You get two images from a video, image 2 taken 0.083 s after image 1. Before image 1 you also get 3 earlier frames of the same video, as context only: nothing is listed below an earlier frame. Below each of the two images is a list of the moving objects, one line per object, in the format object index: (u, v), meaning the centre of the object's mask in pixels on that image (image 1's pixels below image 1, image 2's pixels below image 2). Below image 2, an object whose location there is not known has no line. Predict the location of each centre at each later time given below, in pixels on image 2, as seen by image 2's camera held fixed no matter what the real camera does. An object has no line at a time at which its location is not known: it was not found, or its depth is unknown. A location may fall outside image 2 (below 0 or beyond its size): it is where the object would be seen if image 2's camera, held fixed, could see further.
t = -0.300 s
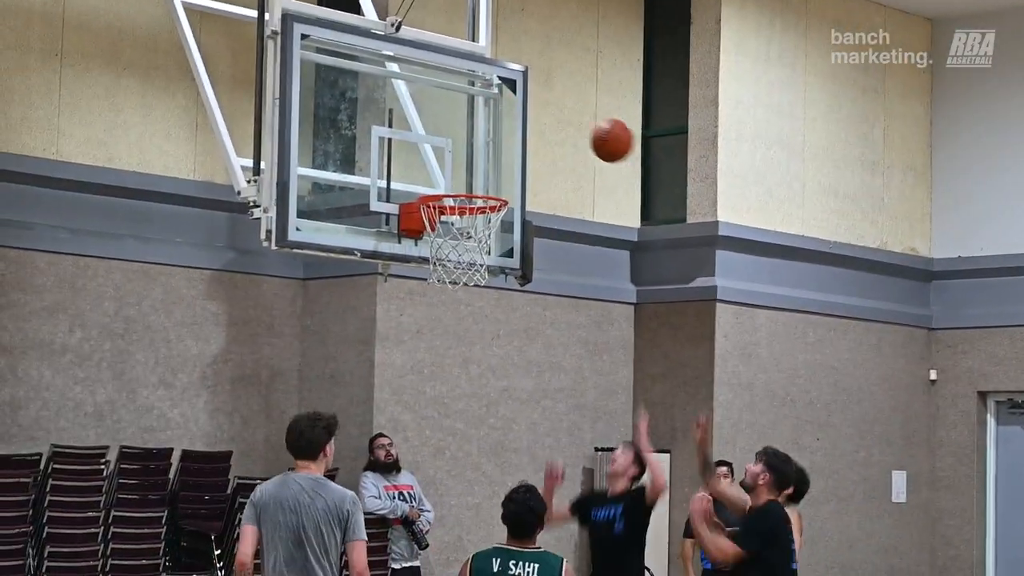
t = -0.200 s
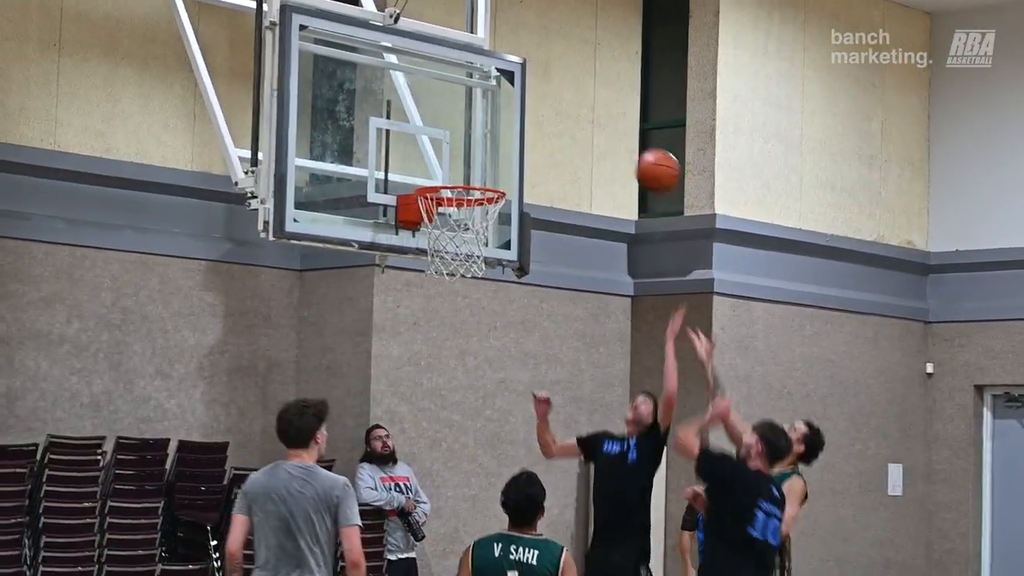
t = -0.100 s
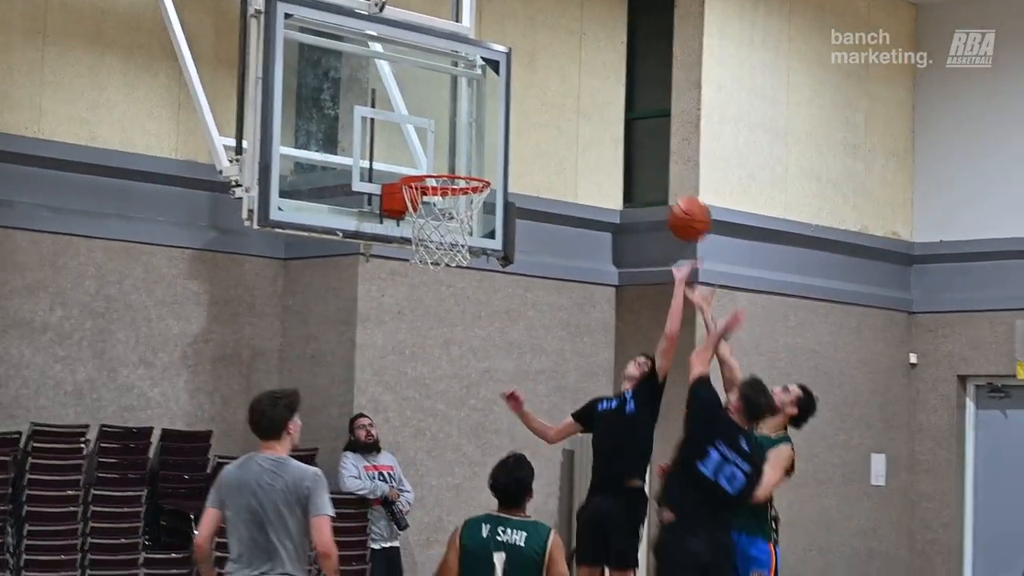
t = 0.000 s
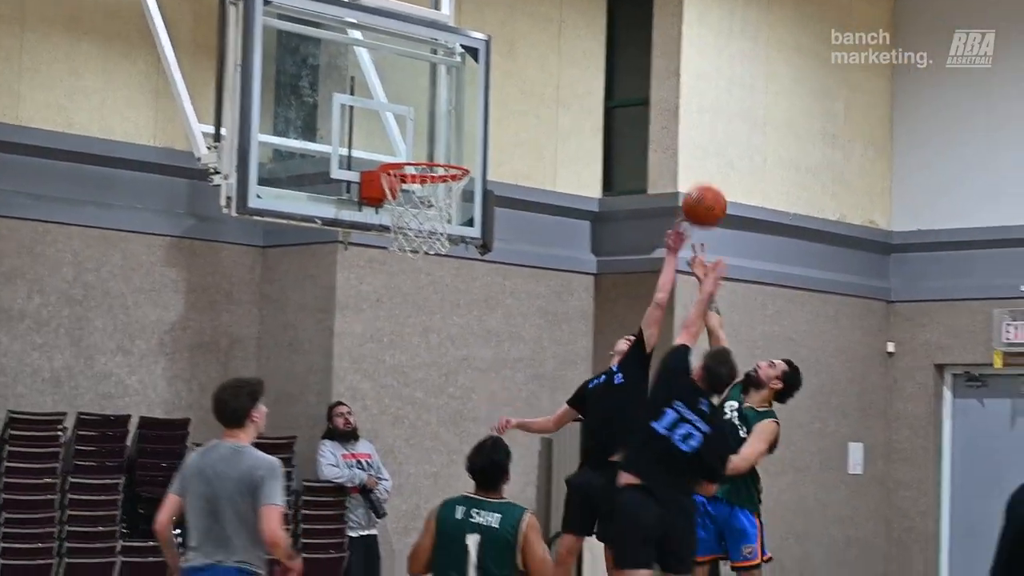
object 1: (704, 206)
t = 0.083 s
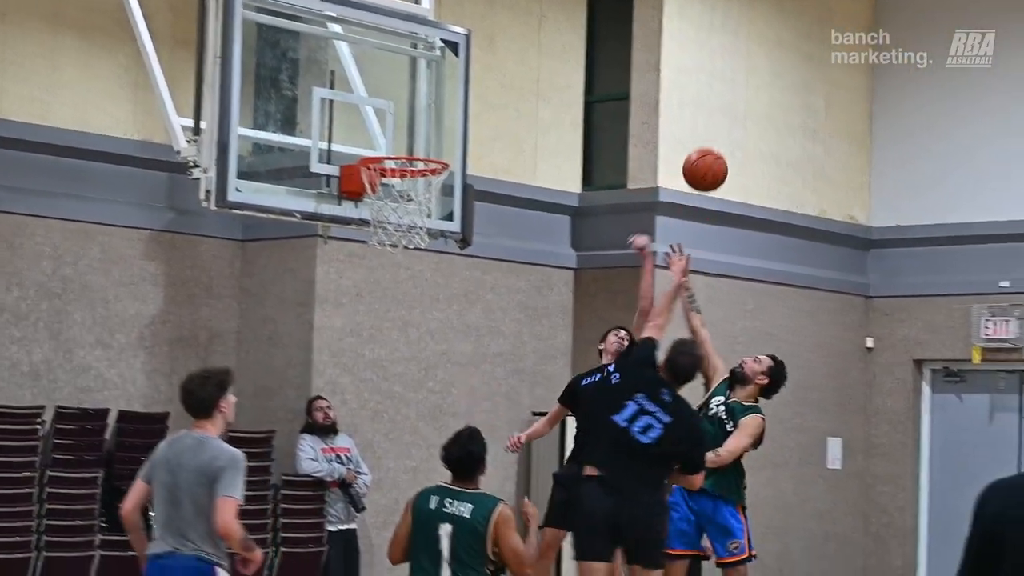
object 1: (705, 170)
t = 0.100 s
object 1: (709, 165)
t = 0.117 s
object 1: (714, 161)
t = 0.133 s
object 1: (718, 158)
